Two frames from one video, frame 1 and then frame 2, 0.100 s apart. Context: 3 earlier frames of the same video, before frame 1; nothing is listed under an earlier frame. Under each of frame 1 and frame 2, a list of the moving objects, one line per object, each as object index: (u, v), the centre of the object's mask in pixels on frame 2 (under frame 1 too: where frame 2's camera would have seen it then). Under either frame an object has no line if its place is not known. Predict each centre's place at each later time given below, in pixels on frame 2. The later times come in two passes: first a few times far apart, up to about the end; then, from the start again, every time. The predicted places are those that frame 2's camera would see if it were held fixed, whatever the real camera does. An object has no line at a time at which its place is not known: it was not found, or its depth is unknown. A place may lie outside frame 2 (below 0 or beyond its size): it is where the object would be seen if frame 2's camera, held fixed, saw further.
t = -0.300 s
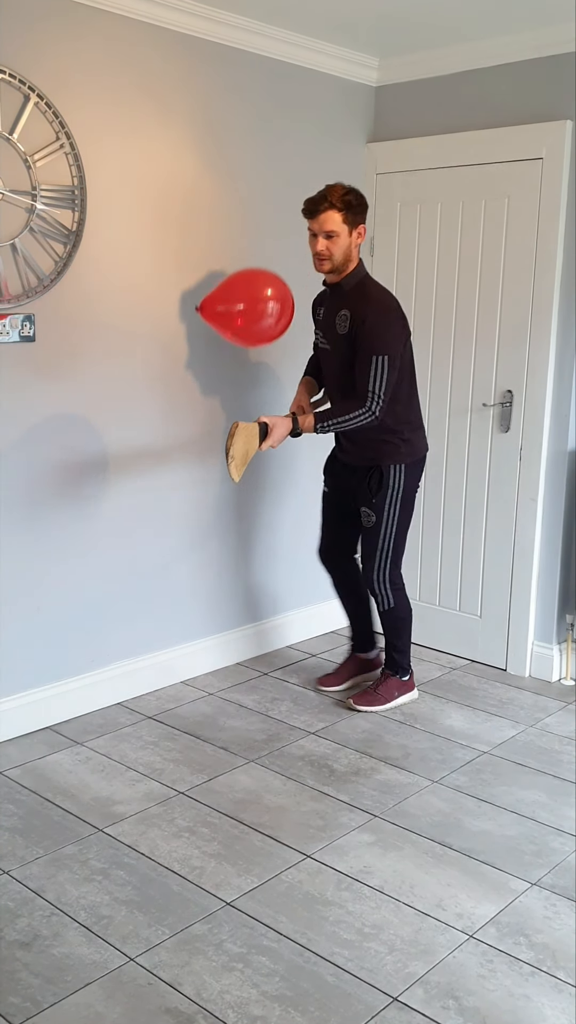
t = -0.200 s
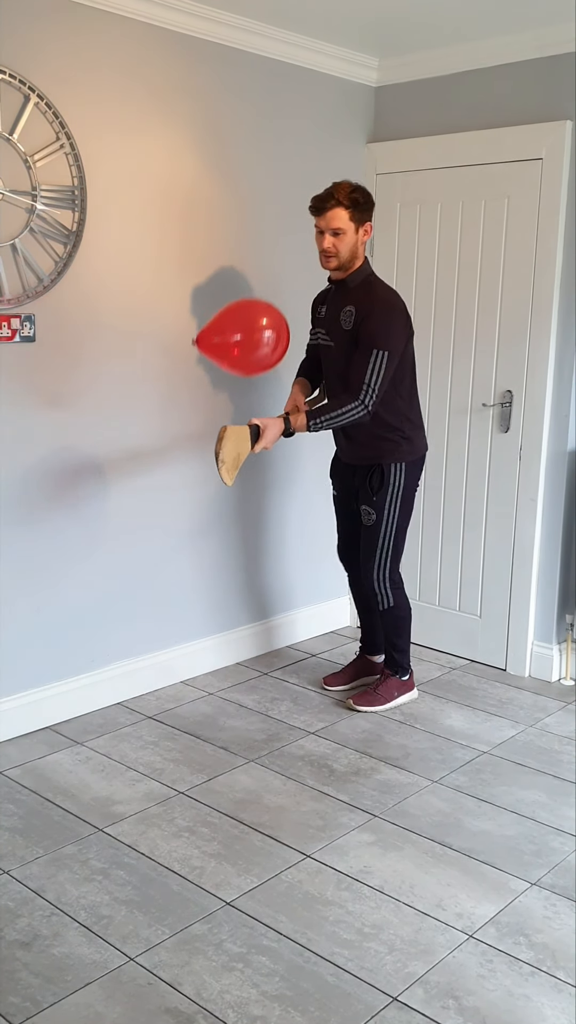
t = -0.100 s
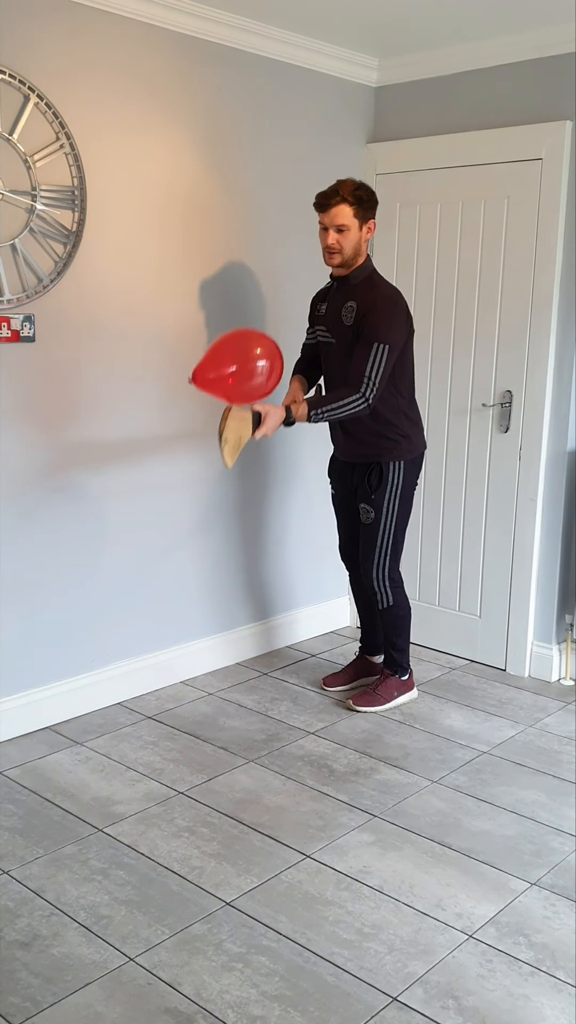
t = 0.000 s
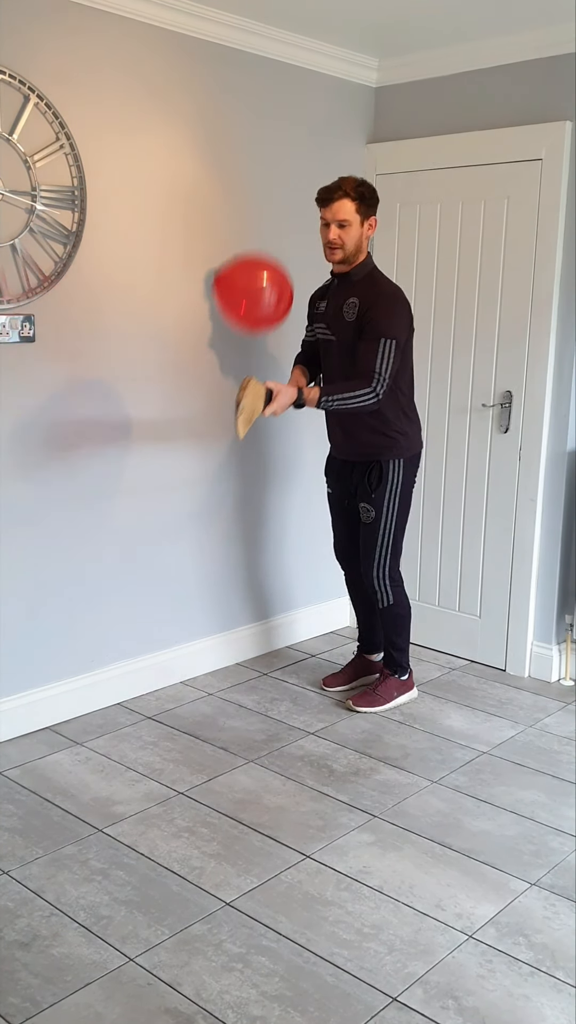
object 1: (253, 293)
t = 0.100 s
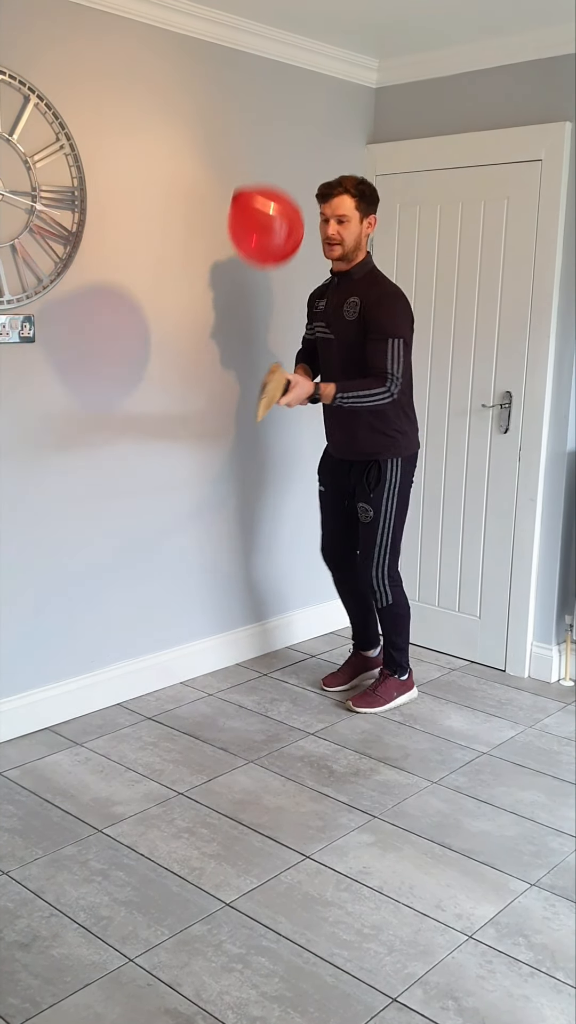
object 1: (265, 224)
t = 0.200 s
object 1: (276, 175)
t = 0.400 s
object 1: (295, 125)
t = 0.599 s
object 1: (306, 115)
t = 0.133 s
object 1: (269, 206)
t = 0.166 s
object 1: (272, 189)
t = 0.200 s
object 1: (276, 175)
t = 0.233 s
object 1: (279, 162)
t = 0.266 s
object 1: (283, 151)
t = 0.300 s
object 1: (286, 142)
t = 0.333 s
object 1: (289, 135)
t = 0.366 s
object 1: (292, 129)
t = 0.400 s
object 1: (295, 125)
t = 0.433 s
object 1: (297, 121)
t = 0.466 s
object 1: (300, 118)
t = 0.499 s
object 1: (301, 116)
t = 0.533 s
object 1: (303, 115)
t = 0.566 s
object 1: (305, 115)
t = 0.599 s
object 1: (306, 115)
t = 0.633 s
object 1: (306, 117)
